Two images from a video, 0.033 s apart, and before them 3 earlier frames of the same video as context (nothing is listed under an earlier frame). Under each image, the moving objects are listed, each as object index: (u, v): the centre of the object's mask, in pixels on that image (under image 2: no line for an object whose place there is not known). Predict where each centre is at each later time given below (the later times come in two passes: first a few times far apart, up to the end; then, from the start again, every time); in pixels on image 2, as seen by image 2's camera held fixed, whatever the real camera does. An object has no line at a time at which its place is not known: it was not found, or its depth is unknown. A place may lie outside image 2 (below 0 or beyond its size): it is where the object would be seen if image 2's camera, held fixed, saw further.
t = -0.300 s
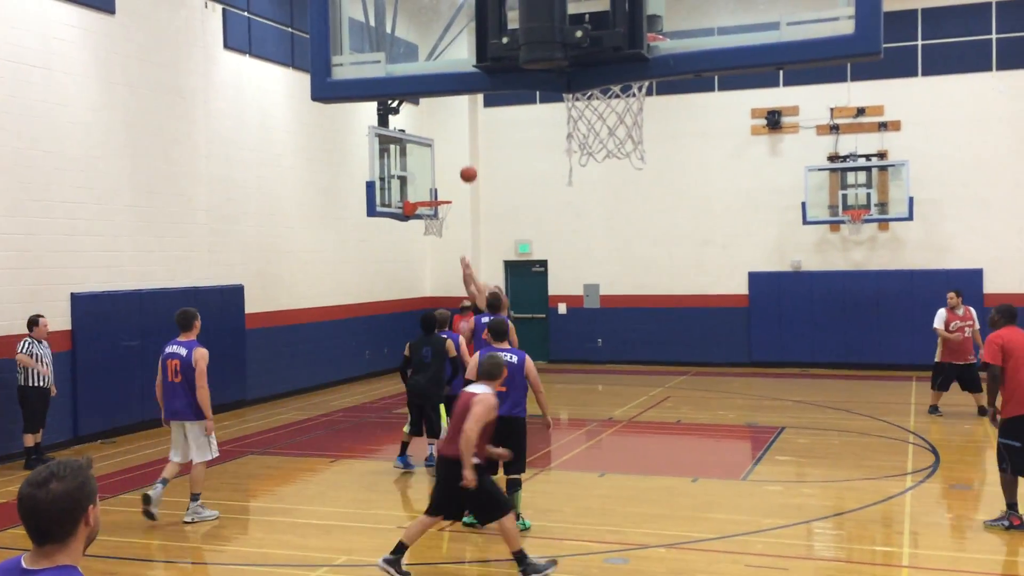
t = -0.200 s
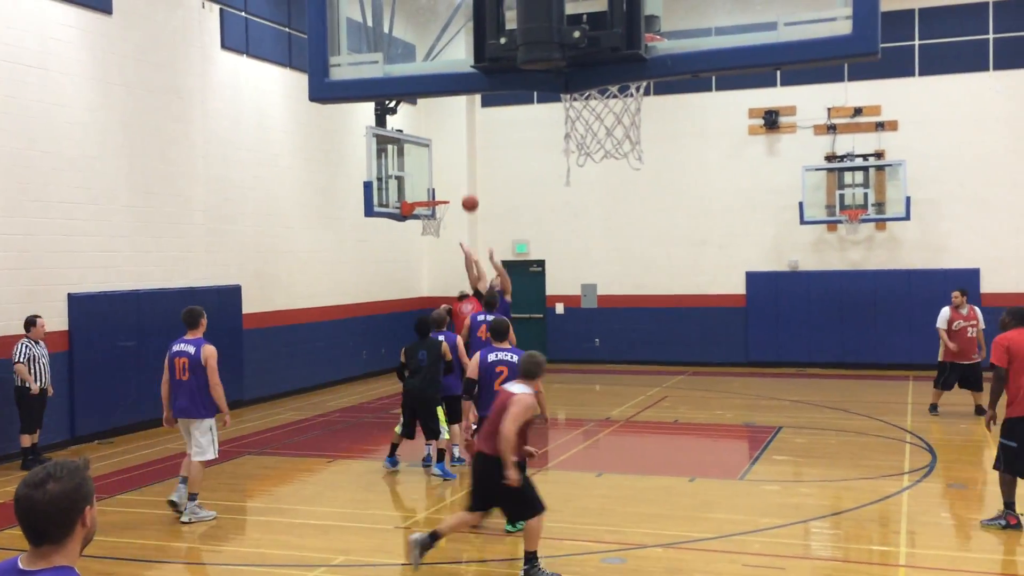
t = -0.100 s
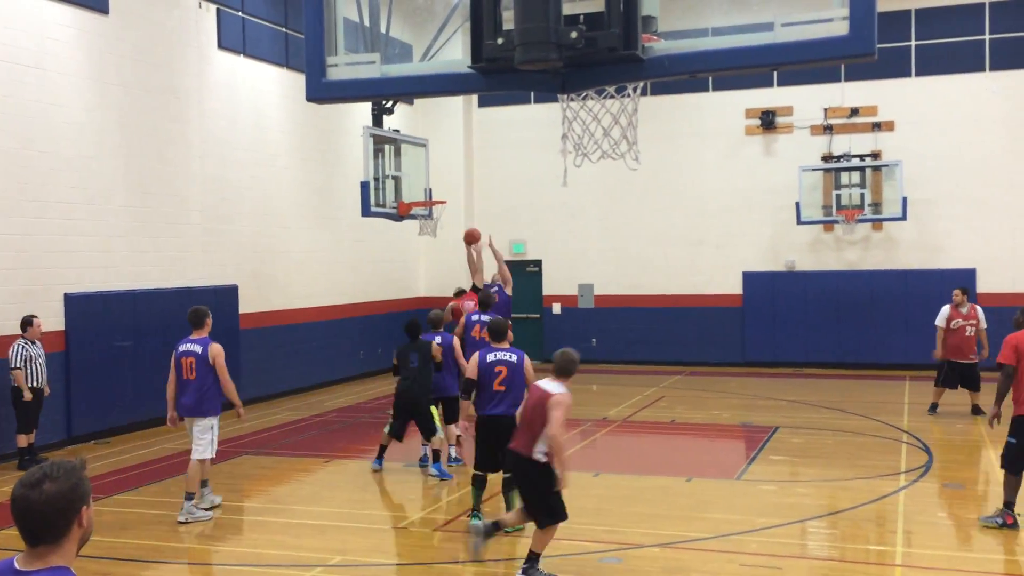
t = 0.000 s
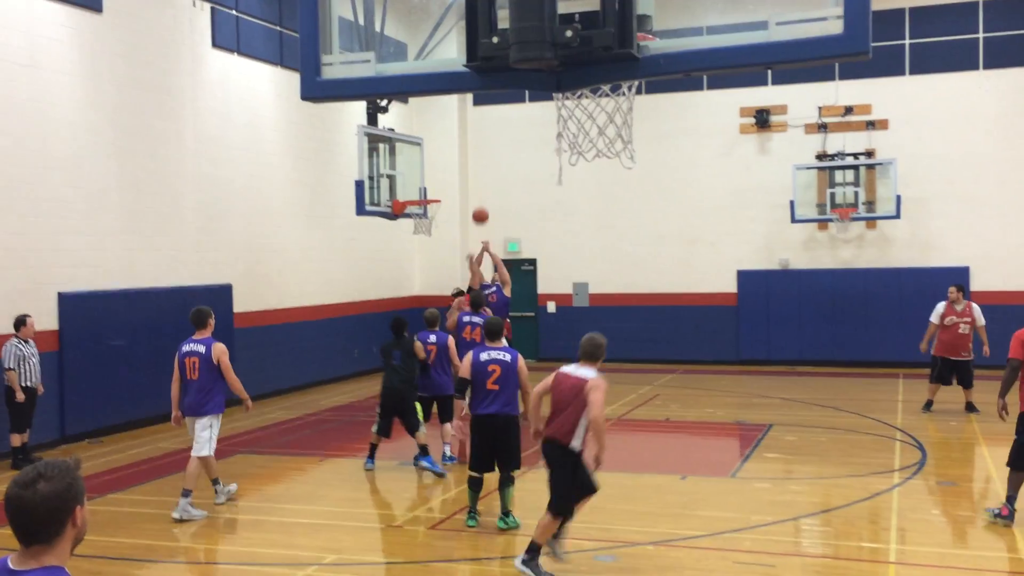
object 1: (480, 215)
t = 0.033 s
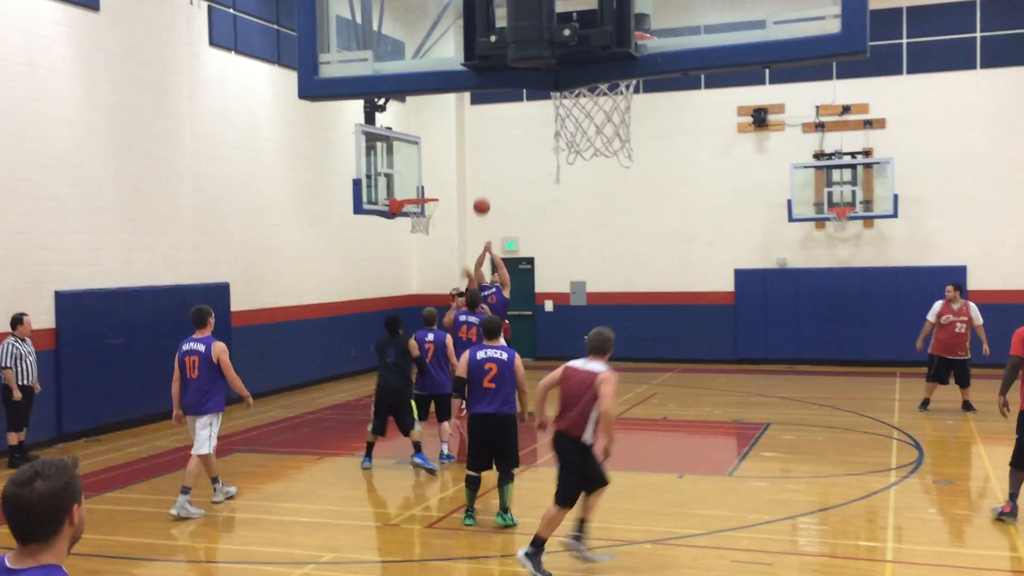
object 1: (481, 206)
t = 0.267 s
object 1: (509, 167)
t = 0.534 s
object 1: (546, 170)
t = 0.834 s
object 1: (594, 246)
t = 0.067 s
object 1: (485, 198)
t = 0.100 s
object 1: (489, 192)
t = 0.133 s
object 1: (493, 185)
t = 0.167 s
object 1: (497, 180)
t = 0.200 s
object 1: (501, 175)
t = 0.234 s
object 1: (505, 171)
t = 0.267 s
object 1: (509, 167)
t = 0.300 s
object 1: (513, 164)
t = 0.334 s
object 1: (518, 163)
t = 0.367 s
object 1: (522, 162)
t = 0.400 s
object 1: (527, 162)
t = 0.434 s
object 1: (531, 162)
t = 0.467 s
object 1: (536, 164)
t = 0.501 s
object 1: (541, 166)
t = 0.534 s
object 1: (546, 170)
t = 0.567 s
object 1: (549, 173)
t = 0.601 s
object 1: (556, 180)
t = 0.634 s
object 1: (562, 187)
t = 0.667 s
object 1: (567, 193)
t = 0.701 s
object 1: (572, 202)
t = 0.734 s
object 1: (577, 211)
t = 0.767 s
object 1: (583, 222)
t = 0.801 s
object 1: (589, 233)
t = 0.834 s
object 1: (594, 246)
